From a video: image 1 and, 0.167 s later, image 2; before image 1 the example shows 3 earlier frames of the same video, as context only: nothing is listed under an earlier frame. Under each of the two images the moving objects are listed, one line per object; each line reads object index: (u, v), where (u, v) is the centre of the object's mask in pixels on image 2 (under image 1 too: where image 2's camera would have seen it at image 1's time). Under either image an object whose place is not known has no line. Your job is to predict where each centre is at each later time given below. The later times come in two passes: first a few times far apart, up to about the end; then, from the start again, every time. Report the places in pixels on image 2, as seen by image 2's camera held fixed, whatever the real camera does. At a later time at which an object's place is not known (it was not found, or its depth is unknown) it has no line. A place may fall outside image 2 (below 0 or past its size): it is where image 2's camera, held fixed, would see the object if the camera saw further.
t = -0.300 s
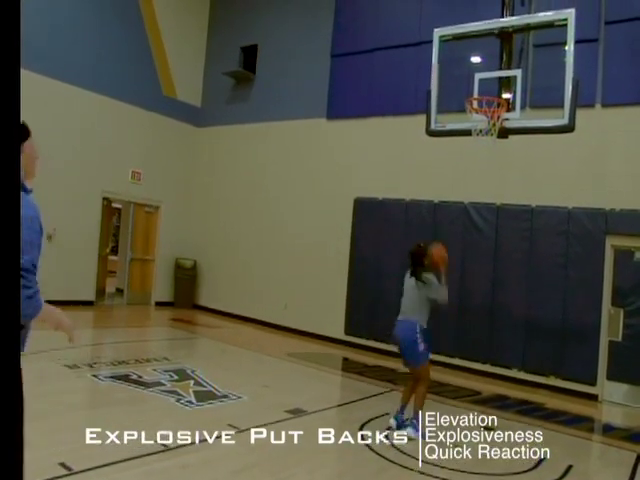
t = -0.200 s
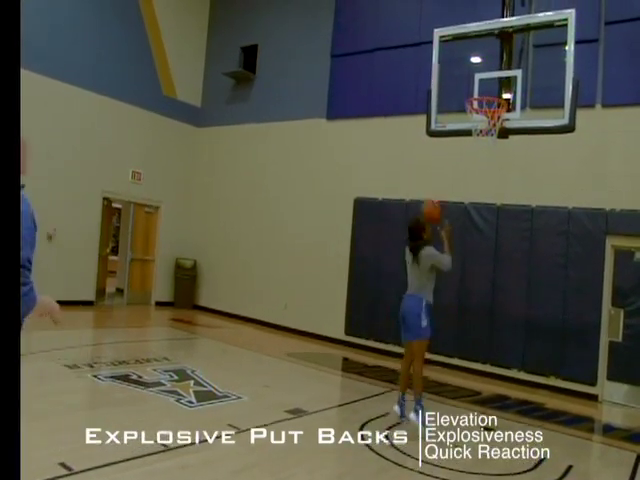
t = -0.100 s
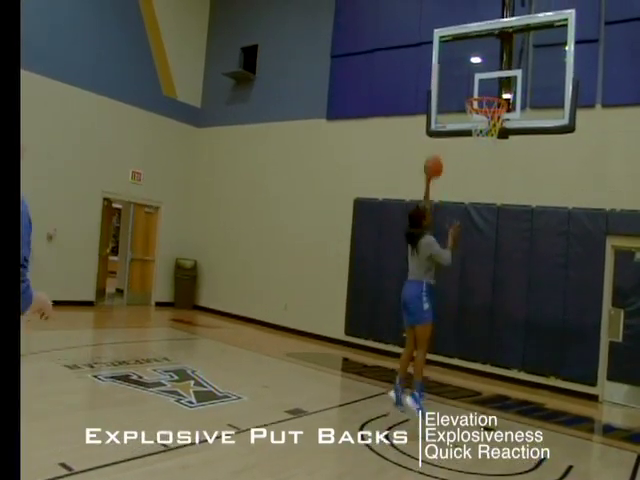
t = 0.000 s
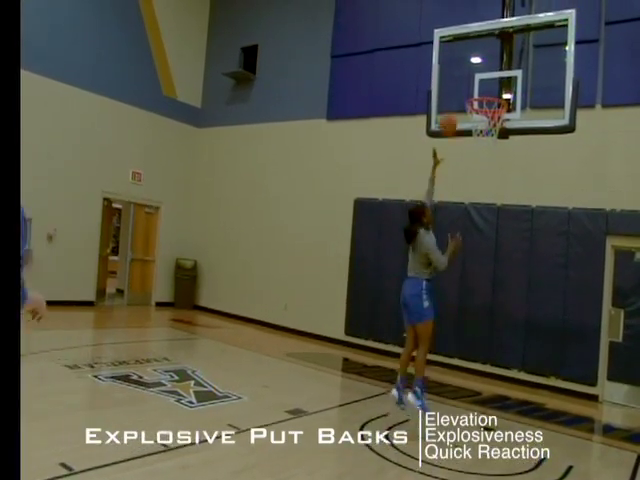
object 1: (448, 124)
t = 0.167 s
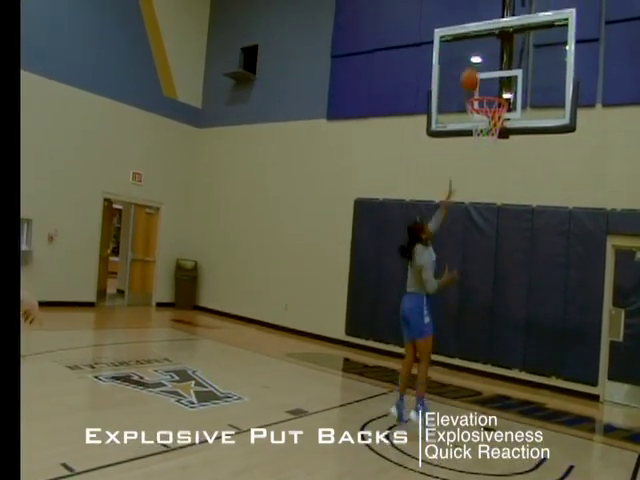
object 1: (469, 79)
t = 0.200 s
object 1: (474, 74)
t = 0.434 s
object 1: (483, 73)
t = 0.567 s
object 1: (486, 91)
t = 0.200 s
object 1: (474, 74)
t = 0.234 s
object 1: (477, 72)
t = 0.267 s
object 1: (478, 68)
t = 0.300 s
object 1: (479, 67)
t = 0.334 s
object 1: (480, 67)
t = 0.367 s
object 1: (481, 68)
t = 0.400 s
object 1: (482, 70)
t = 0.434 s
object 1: (483, 73)
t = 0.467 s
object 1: (484, 78)
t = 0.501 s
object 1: (486, 85)
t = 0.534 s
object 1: (486, 88)
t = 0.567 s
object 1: (486, 91)
